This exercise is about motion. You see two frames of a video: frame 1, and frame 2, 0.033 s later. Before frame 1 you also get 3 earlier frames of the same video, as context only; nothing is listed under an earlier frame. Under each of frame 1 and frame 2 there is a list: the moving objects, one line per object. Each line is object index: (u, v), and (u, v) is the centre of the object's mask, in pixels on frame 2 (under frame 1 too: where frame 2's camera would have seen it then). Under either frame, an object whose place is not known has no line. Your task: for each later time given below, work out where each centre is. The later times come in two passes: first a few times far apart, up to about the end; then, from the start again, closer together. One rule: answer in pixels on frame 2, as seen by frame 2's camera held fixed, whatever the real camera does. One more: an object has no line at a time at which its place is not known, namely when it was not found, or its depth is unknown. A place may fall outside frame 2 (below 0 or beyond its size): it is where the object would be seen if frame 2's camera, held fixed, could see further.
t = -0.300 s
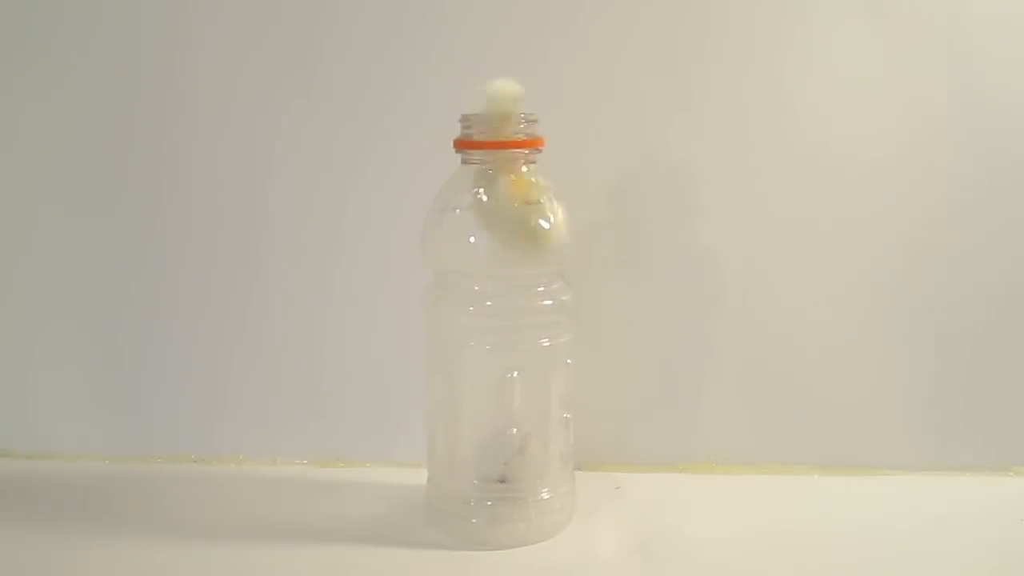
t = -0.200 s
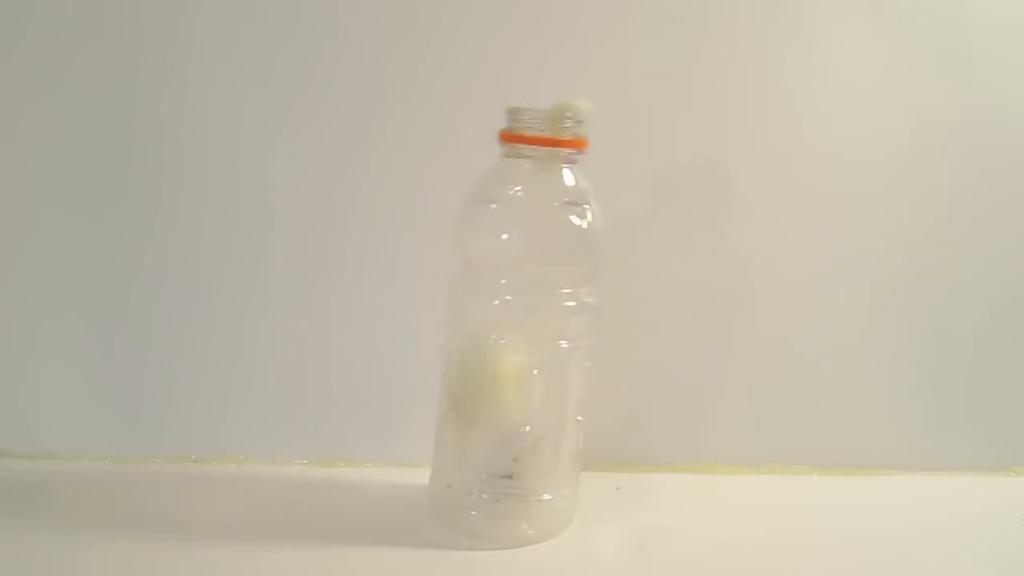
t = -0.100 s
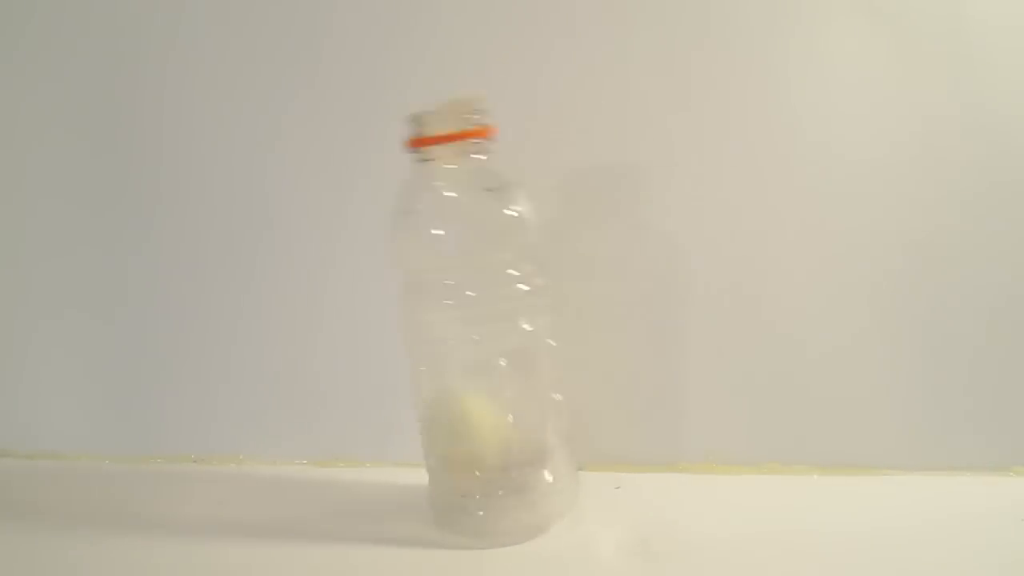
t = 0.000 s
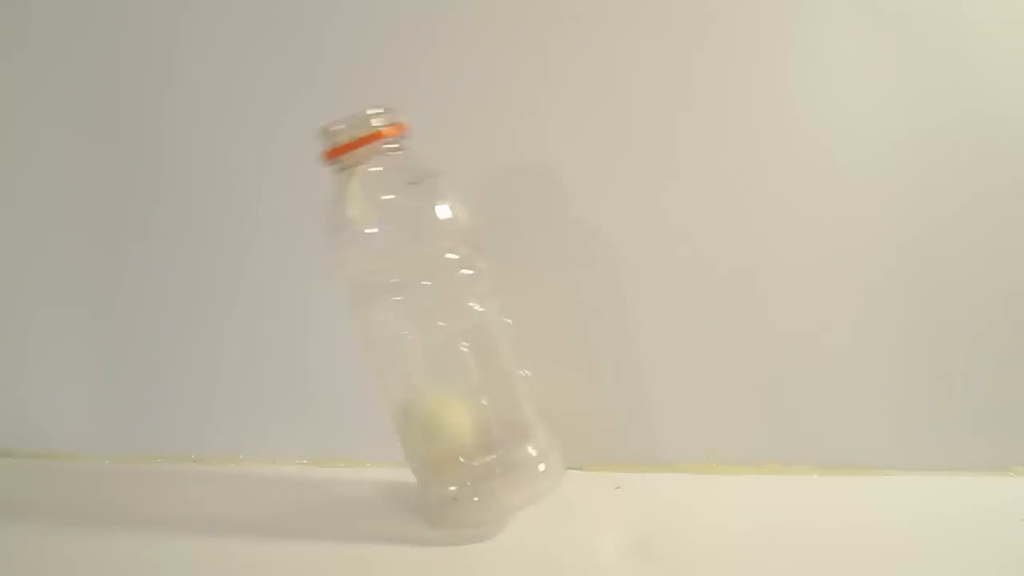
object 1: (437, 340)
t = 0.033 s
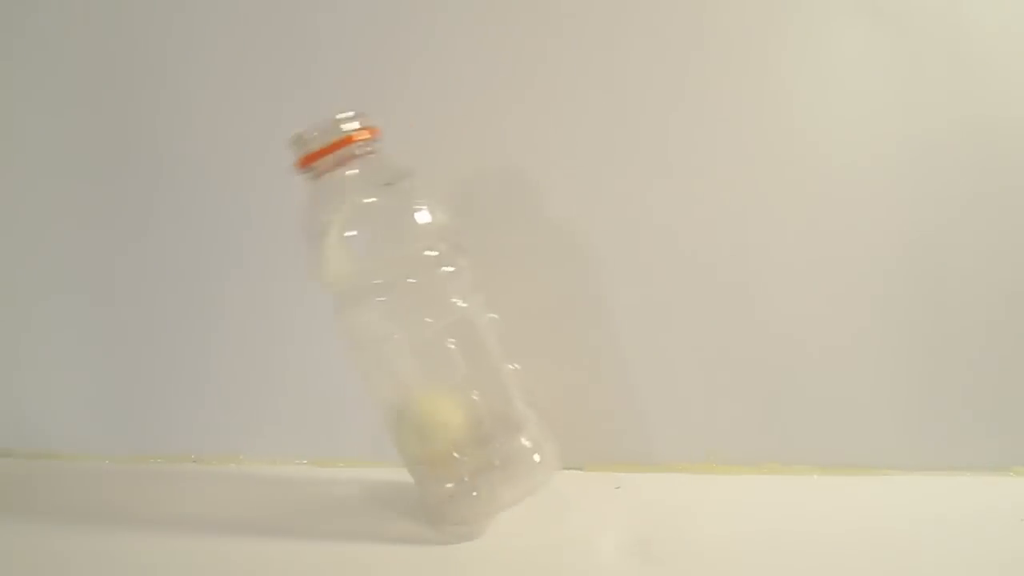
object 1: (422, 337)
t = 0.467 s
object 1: (213, 436)
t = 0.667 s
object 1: (215, 439)
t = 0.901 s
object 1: (213, 441)
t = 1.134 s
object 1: (215, 441)
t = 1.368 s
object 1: (213, 444)
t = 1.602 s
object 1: (213, 444)
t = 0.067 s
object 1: (405, 334)
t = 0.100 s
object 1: (386, 338)
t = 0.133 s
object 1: (360, 345)
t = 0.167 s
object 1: (339, 353)
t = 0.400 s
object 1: (218, 435)
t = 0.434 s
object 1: (215, 435)
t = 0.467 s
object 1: (213, 436)
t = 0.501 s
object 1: (213, 437)
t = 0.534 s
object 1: (213, 437)
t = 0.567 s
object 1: (214, 437)
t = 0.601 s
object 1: (214, 437)
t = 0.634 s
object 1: (215, 439)
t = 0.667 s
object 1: (215, 439)
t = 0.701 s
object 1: (215, 440)
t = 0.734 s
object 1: (214, 440)
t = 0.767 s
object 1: (214, 441)
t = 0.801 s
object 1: (215, 441)
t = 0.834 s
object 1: (214, 441)
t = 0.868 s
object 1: (214, 441)
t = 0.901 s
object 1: (213, 441)
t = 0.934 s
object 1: (213, 441)
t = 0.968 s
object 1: (214, 441)
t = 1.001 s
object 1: (214, 441)
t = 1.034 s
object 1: (214, 441)
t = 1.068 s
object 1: (215, 441)
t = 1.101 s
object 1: (215, 441)
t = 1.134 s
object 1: (215, 441)
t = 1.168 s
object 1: (215, 441)
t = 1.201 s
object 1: (215, 442)
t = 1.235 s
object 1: (215, 442)
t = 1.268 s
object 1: (215, 442)
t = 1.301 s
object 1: (214, 443)
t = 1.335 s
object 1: (213, 443)
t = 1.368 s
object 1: (213, 444)
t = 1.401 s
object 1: (214, 443)
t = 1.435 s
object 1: (214, 444)
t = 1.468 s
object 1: (214, 444)
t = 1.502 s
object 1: (214, 444)
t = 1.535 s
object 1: (214, 444)
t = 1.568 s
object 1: (213, 444)
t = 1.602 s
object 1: (213, 444)
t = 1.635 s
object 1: (213, 444)
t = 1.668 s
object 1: (213, 444)
